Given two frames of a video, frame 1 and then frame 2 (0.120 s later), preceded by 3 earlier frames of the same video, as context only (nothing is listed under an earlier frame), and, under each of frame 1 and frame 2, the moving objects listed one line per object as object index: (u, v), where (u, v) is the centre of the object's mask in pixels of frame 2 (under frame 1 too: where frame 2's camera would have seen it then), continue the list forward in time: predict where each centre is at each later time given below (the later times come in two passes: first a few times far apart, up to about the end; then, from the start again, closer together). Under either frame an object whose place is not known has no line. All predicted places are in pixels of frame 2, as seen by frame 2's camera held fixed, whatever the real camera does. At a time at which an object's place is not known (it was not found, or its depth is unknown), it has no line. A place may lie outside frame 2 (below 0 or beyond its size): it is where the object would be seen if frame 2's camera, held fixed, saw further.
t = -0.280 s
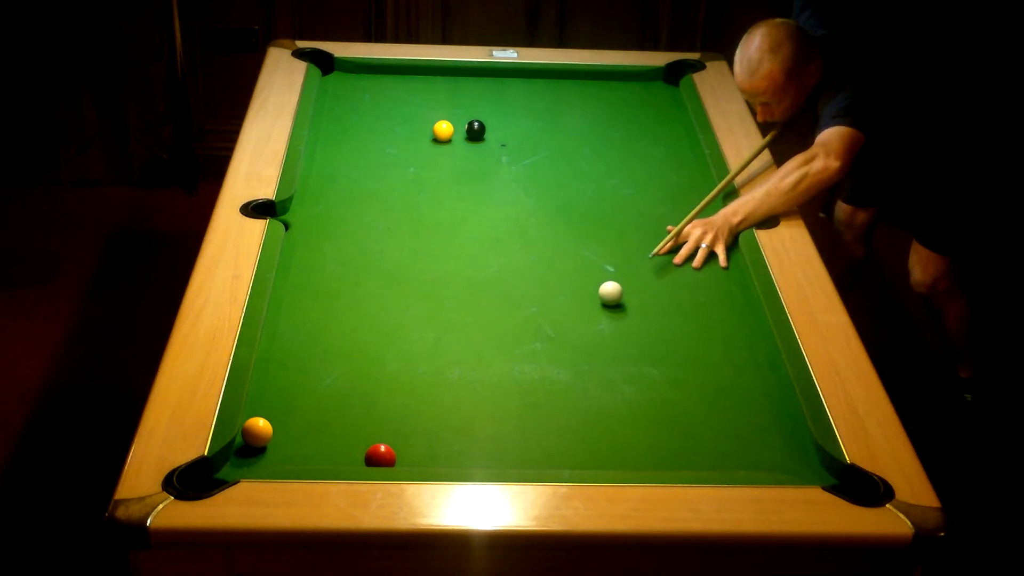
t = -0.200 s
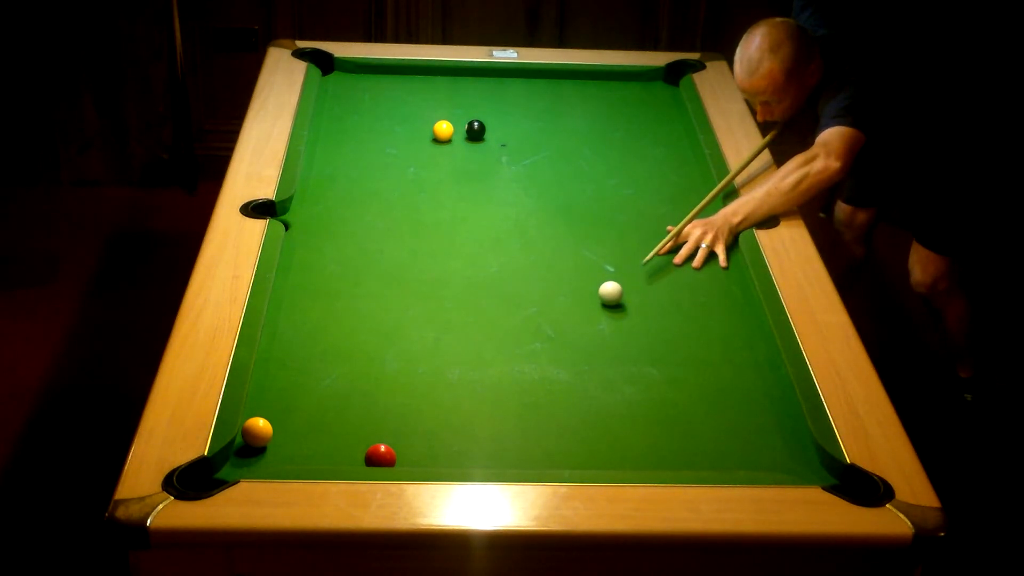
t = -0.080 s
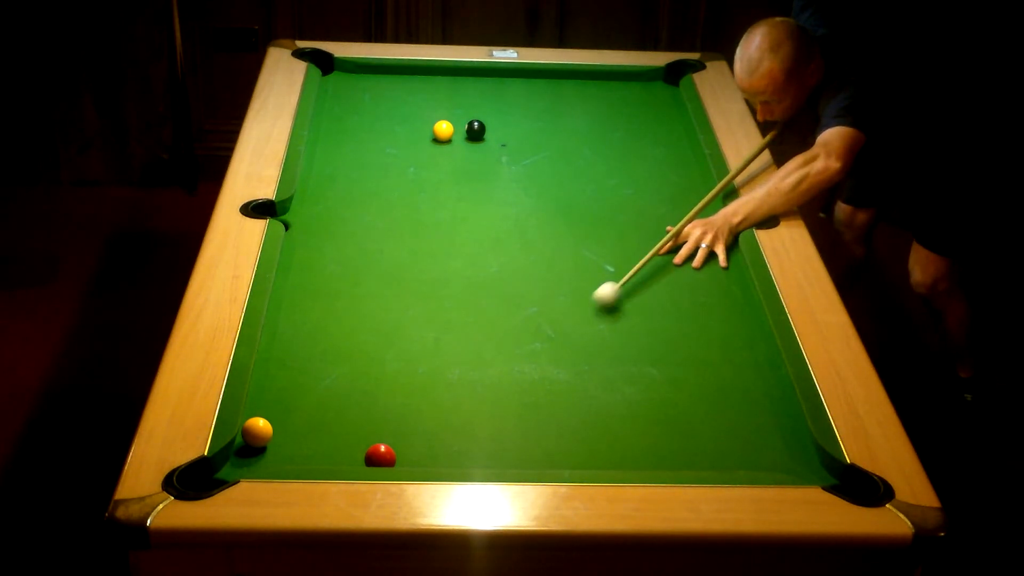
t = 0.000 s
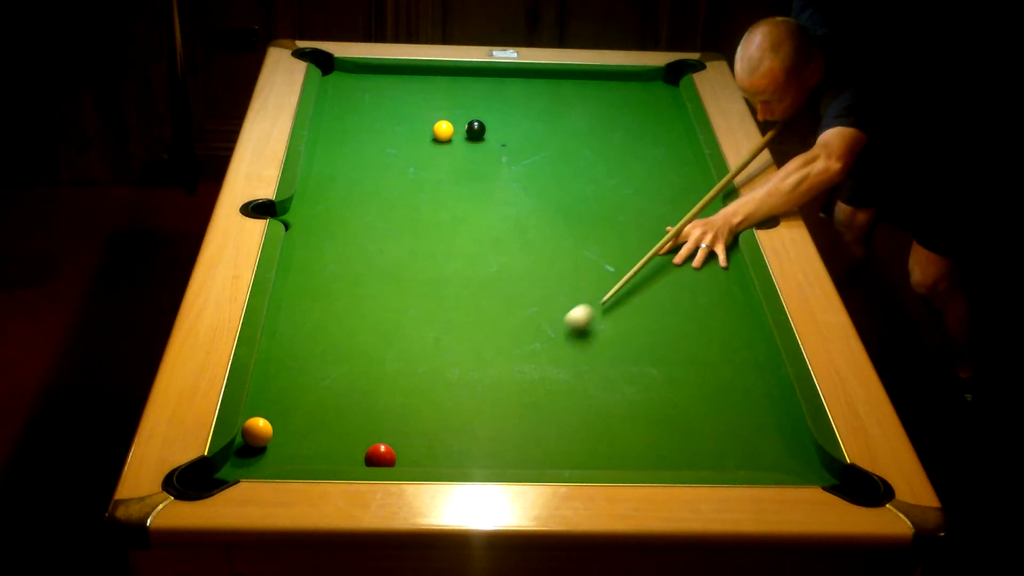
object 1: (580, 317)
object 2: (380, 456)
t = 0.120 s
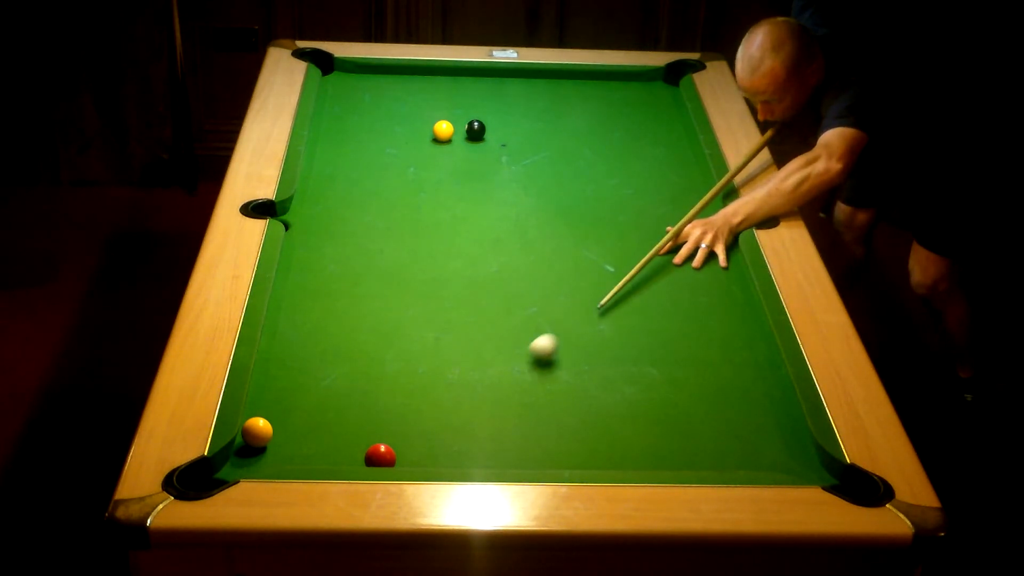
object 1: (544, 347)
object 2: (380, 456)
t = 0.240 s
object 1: (508, 376)
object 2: (380, 456)
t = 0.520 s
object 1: (416, 452)
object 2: (380, 456)
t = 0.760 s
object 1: (412, 431)
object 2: (324, 457)
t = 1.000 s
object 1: (411, 393)
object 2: (278, 456)
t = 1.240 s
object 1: (410, 361)
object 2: (242, 455)
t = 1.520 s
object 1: (408, 327)
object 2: (252, 463)
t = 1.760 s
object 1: (406, 302)
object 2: (255, 463)
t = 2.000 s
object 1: (404, 280)
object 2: (255, 462)
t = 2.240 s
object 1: (402, 260)
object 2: (254, 462)
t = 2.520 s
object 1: (399, 240)
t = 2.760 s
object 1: (398, 225)
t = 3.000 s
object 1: (396, 212)
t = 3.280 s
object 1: (393, 198)
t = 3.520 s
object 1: (391, 188)
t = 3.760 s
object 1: (388, 180)
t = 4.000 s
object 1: (386, 172)
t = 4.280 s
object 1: (383, 166)
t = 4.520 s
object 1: (381, 161)
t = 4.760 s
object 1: (379, 158)
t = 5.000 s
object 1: (378, 155)
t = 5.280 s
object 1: (377, 154)
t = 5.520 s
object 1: (377, 154)
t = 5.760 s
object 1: (377, 154)
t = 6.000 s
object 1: (377, 154)
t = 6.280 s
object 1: (377, 154)
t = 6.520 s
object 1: (377, 154)
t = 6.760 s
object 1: (377, 154)
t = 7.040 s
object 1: (377, 154)
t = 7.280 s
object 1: (377, 154)
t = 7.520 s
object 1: (377, 154)
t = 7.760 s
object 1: (377, 154)
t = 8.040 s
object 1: (377, 154)
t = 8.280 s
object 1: (377, 154)
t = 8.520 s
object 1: (377, 154)
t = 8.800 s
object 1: (377, 154)
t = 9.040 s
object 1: (377, 154)
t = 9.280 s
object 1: (377, 154)
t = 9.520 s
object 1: (377, 154)
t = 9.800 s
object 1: (377, 154)
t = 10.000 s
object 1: (377, 154)
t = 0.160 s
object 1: (532, 356)
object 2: (380, 456)
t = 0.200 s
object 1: (520, 366)
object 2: (380, 456)
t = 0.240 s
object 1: (508, 376)
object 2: (380, 456)
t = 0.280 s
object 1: (496, 387)
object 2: (380, 456)
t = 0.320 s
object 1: (483, 398)
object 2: (380, 456)
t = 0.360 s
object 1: (470, 409)
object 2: (380, 456)
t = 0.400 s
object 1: (457, 419)
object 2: (380, 456)
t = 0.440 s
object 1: (444, 430)
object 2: (380, 456)
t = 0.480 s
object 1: (430, 441)
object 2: (380, 456)
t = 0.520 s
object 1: (416, 452)
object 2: (380, 456)
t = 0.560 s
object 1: (412, 459)
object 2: (371, 456)
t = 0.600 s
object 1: (412, 456)
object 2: (360, 457)
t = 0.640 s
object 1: (412, 449)
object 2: (351, 457)
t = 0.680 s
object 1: (412, 444)
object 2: (341, 457)
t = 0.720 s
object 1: (412, 437)
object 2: (332, 458)
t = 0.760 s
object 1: (412, 431)
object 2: (324, 457)
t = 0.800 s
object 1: (412, 424)
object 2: (316, 457)
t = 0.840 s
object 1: (412, 417)
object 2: (308, 457)
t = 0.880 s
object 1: (412, 411)
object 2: (301, 456)
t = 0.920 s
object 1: (411, 405)
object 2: (293, 456)
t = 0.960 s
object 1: (411, 399)
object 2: (285, 456)
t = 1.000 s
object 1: (411, 393)
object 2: (278, 456)
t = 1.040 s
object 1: (411, 388)
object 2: (270, 456)
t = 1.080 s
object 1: (411, 382)
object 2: (263, 456)
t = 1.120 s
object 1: (410, 376)
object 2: (256, 456)
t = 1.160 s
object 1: (410, 371)
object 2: (249, 455)
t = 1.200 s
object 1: (410, 366)
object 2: (242, 454)
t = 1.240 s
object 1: (410, 361)
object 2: (242, 455)
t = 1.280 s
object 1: (410, 356)
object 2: (244, 456)
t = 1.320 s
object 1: (409, 351)
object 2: (245, 458)
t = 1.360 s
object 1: (409, 346)
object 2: (247, 460)
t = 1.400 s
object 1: (409, 341)
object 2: (248, 460)
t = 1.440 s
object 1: (408, 336)
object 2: (250, 462)
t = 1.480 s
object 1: (408, 332)
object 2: (251, 462)
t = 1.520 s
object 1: (408, 327)
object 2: (252, 463)
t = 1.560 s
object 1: (407, 323)
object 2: (254, 463)
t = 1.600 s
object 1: (407, 318)
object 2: (255, 464)
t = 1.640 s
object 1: (407, 314)
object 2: (255, 464)
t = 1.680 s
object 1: (406, 310)
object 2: (255, 464)
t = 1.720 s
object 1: (406, 306)
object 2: (255, 463)
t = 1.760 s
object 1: (406, 302)
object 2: (255, 463)
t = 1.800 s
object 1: (405, 298)
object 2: (255, 463)
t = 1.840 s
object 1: (405, 295)
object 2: (255, 462)
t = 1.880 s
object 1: (405, 291)
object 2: (255, 462)
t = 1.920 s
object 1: (404, 287)
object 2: (255, 462)
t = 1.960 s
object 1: (404, 283)
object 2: (255, 462)
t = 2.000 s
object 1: (404, 280)
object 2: (255, 462)
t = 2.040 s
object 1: (403, 276)
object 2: (255, 462)
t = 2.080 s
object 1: (403, 273)
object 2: (254, 462)
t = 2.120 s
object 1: (403, 270)
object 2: (254, 462)
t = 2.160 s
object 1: (402, 266)
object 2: (254, 462)
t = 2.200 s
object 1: (402, 263)
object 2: (254, 462)
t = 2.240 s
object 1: (402, 260)
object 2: (254, 462)
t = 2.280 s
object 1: (401, 257)
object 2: (253, 462)
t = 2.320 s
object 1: (401, 254)
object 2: (253, 462)
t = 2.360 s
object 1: (401, 251)
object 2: (253, 462)
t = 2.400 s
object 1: (400, 248)
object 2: (253, 462)
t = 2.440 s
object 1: (400, 245)
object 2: (253, 462)
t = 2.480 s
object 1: (400, 243)
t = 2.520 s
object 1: (399, 240)
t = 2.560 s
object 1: (399, 237)
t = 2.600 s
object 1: (399, 235)
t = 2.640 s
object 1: (399, 232)
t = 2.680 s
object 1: (398, 230)
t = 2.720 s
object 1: (398, 227)
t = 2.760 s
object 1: (398, 225)
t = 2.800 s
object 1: (397, 223)
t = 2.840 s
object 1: (397, 220)
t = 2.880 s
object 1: (397, 218)
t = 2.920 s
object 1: (396, 216)
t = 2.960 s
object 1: (396, 214)
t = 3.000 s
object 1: (396, 212)
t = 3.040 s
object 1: (395, 209)
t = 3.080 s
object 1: (395, 208)
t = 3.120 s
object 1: (395, 205)
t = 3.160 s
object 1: (394, 204)
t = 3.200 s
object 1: (394, 202)
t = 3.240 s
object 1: (394, 200)
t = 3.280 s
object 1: (393, 198)
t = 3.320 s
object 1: (393, 196)
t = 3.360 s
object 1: (392, 194)
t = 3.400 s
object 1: (392, 193)
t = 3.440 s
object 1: (392, 191)
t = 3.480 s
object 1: (391, 190)
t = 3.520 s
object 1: (391, 188)
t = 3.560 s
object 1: (390, 187)
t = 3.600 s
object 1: (390, 185)
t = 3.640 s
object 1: (390, 184)
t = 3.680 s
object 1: (389, 182)
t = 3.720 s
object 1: (389, 181)
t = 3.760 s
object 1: (388, 180)
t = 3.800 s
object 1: (388, 178)
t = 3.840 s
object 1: (387, 177)
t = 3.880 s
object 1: (387, 176)
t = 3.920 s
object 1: (386, 175)
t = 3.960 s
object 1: (386, 174)
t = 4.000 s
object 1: (386, 172)
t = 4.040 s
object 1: (385, 171)
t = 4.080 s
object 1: (385, 170)
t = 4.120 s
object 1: (384, 169)
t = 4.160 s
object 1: (384, 168)
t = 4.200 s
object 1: (384, 167)
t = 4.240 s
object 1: (383, 167)
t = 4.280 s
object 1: (383, 166)
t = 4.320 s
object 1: (383, 165)
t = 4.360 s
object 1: (382, 164)
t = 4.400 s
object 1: (382, 163)
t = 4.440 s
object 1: (382, 163)
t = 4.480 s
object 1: (381, 162)
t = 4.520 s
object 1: (381, 161)
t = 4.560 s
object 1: (381, 160)
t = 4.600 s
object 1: (380, 160)
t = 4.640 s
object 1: (380, 159)
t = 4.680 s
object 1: (380, 159)
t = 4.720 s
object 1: (380, 158)
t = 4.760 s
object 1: (379, 158)
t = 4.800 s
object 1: (379, 157)
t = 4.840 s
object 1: (379, 157)
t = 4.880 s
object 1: (379, 156)
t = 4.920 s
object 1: (378, 156)
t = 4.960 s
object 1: (378, 156)
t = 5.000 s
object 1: (378, 155)
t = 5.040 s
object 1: (377, 155)
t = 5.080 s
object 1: (378, 155)
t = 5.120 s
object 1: (377, 155)
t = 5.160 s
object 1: (377, 155)
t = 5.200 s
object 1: (377, 154)
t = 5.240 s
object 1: (377, 154)
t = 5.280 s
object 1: (377, 154)
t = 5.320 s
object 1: (377, 154)
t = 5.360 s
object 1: (377, 154)
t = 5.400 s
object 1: (377, 154)
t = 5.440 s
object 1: (377, 154)
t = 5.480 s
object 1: (377, 154)
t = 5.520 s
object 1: (377, 154)
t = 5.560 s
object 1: (377, 154)
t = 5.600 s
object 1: (377, 154)
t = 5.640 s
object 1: (377, 154)
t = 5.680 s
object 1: (377, 154)
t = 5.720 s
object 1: (377, 153)
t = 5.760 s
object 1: (377, 154)
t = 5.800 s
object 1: (377, 154)
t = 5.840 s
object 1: (377, 154)
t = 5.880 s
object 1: (377, 154)
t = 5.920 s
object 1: (377, 154)
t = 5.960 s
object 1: (377, 154)
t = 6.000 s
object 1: (377, 154)
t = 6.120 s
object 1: (377, 154)
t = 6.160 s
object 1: (377, 154)
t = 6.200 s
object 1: (377, 154)
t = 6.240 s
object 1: (377, 154)
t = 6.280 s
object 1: (377, 154)
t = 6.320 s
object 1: (377, 154)
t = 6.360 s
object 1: (377, 154)
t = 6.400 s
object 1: (377, 154)
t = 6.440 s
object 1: (377, 154)
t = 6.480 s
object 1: (377, 154)
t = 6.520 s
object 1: (377, 154)
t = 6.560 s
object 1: (377, 154)
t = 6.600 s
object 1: (377, 154)
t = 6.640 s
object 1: (377, 154)
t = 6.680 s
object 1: (377, 154)
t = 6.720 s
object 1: (377, 154)
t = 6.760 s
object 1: (377, 154)
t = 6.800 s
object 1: (377, 154)
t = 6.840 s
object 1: (377, 154)
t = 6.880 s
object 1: (377, 154)
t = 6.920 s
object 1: (377, 154)
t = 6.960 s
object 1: (377, 154)
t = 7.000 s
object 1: (377, 154)
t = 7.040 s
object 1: (377, 154)
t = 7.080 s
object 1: (377, 154)
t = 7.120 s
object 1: (377, 154)
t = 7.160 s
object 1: (377, 154)
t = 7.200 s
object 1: (377, 154)
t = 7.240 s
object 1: (377, 154)
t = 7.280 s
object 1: (377, 154)
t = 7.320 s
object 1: (377, 154)
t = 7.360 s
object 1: (377, 154)
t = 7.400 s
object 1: (377, 154)
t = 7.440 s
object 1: (377, 154)
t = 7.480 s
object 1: (377, 154)
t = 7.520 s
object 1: (377, 154)
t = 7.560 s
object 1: (377, 154)
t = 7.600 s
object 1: (377, 154)
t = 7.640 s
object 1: (377, 154)
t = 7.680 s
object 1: (377, 153)
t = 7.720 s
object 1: (377, 154)
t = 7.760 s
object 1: (377, 154)
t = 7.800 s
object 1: (377, 154)
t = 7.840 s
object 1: (377, 154)
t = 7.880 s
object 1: (377, 154)
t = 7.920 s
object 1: (377, 154)
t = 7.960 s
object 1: (377, 154)
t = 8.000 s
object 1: (377, 154)
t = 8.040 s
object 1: (377, 154)
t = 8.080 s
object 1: (377, 154)
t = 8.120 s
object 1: (377, 154)
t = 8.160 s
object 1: (377, 154)
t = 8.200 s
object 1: (377, 154)
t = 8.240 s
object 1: (377, 154)
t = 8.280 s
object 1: (377, 154)
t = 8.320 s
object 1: (377, 154)
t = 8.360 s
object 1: (377, 154)
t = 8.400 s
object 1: (377, 154)
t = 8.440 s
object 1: (377, 154)
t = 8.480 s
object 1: (377, 154)
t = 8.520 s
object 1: (377, 154)
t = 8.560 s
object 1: (377, 154)
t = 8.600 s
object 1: (377, 154)
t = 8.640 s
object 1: (377, 154)
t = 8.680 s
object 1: (377, 154)
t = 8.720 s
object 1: (377, 154)
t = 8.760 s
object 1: (377, 154)
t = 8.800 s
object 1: (377, 154)
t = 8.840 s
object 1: (377, 154)
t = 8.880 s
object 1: (377, 154)
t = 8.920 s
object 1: (377, 154)
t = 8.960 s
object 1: (377, 154)
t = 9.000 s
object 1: (377, 154)
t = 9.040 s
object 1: (377, 154)
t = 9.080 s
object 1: (377, 154)
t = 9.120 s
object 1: (377, 153)
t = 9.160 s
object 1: (377, 154)
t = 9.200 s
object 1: (377, 154)
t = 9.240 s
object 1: (377, 154)
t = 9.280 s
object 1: (377, 154)
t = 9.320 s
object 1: (377, 154)
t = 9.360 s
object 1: (377, 154)
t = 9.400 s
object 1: (377, 154)
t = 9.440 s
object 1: (377, 154)
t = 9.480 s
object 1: (377, 154)
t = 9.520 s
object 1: (377, 154)
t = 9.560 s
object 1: (377, 154)
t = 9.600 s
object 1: (377, 154)
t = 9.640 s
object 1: (377, 154)
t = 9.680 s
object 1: (377, 154)
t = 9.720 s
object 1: (377, 154)
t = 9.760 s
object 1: (377, 154)
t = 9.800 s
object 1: (377, 154)
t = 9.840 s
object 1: (377, 154)
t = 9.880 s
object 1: (377, 154)
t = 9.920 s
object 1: (377, 154)
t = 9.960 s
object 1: (377, 154)
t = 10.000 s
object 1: (377, 154)
